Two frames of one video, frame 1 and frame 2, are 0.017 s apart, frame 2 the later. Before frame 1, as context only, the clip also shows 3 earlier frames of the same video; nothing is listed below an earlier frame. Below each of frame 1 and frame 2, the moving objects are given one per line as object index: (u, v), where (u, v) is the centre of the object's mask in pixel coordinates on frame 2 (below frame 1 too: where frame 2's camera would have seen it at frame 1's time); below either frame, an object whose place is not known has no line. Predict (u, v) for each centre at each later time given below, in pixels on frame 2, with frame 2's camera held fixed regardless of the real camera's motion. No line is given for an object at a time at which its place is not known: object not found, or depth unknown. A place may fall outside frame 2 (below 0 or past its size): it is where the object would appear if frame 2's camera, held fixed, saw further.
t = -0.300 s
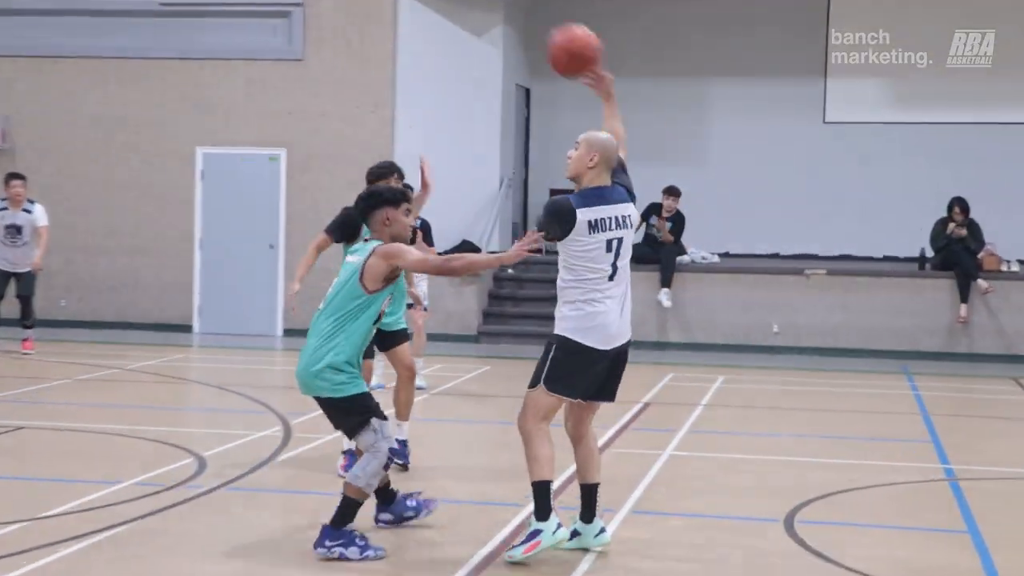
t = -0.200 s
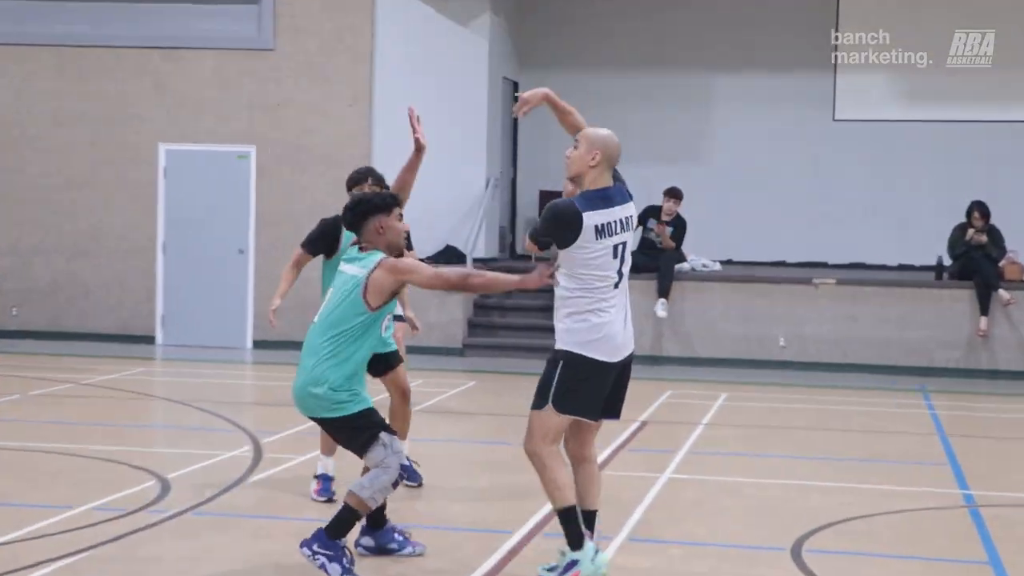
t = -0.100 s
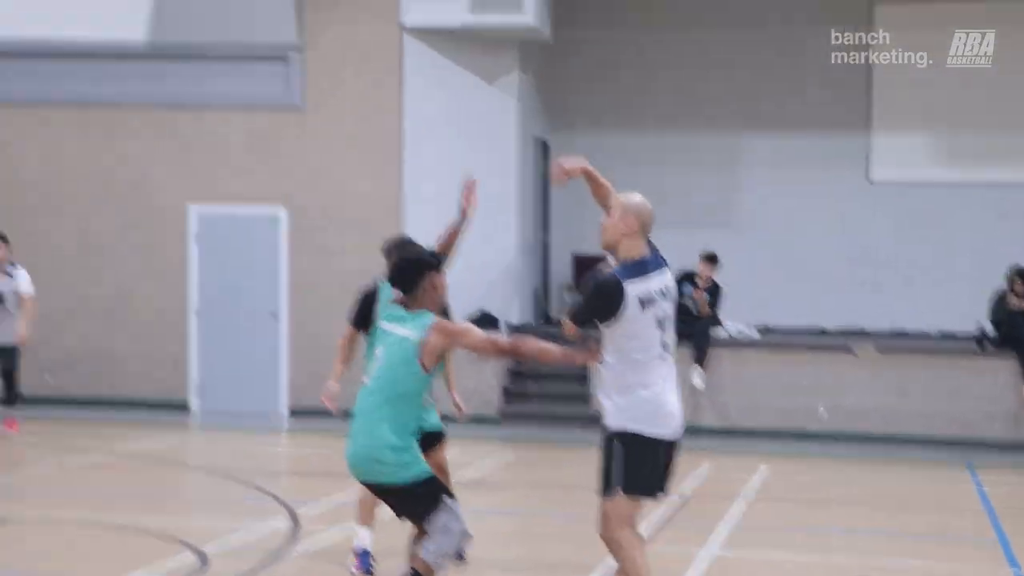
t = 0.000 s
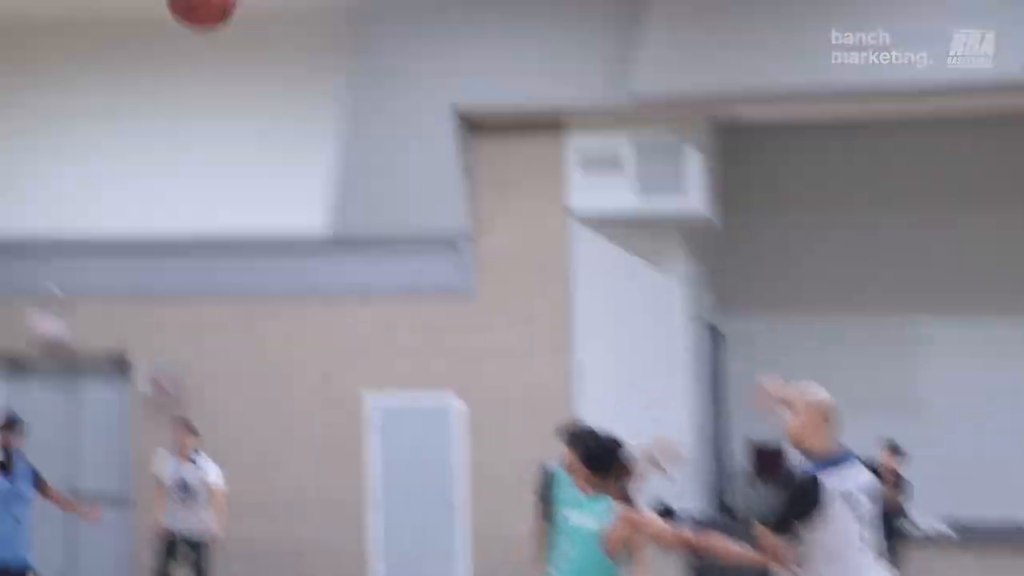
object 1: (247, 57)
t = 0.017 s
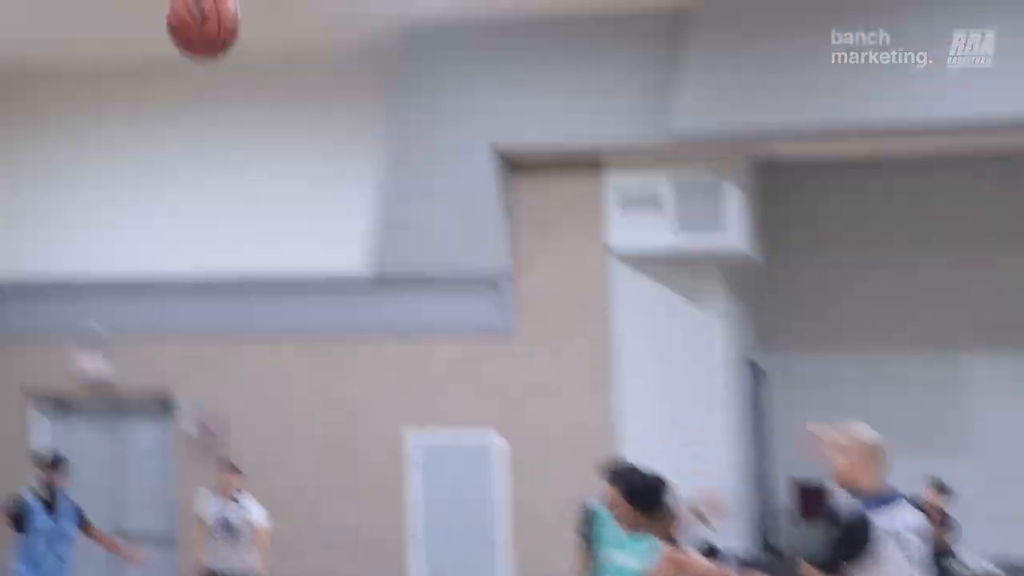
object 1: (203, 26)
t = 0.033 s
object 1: (156, 7)
